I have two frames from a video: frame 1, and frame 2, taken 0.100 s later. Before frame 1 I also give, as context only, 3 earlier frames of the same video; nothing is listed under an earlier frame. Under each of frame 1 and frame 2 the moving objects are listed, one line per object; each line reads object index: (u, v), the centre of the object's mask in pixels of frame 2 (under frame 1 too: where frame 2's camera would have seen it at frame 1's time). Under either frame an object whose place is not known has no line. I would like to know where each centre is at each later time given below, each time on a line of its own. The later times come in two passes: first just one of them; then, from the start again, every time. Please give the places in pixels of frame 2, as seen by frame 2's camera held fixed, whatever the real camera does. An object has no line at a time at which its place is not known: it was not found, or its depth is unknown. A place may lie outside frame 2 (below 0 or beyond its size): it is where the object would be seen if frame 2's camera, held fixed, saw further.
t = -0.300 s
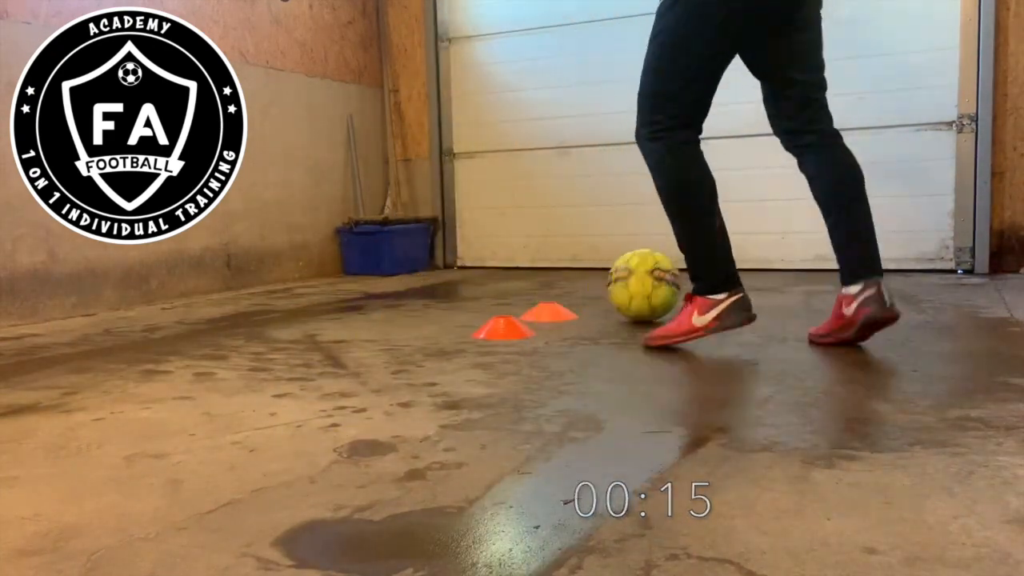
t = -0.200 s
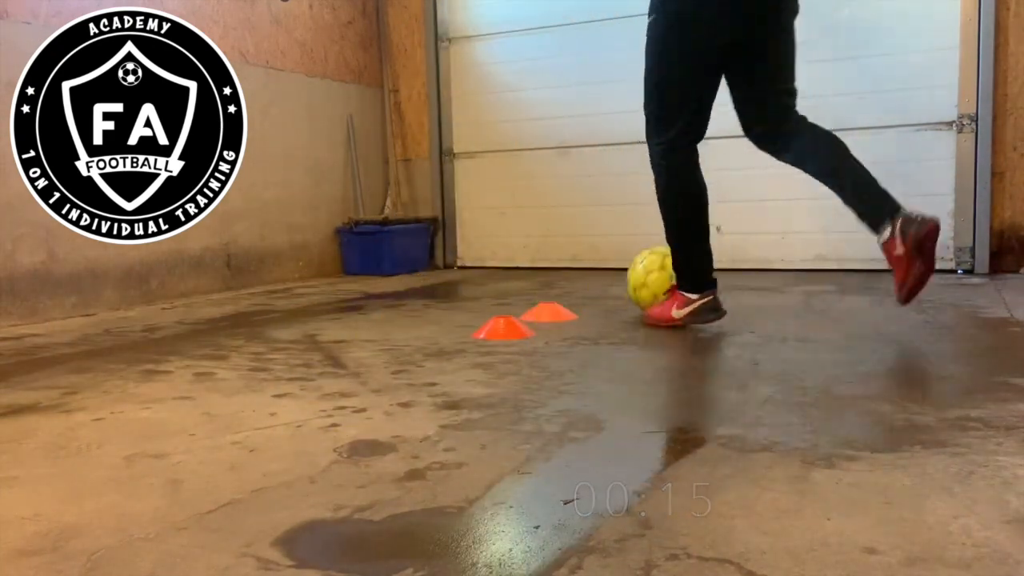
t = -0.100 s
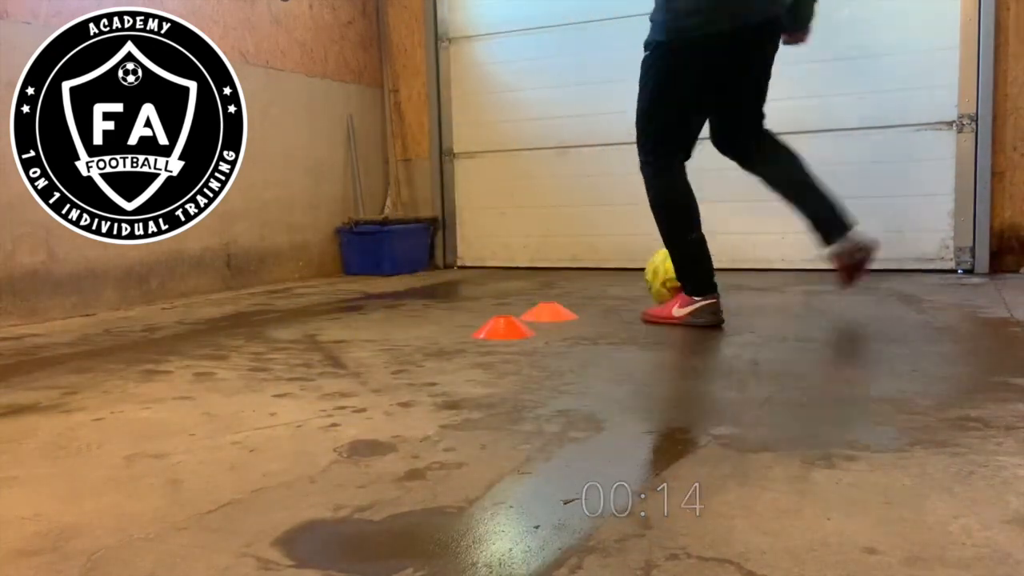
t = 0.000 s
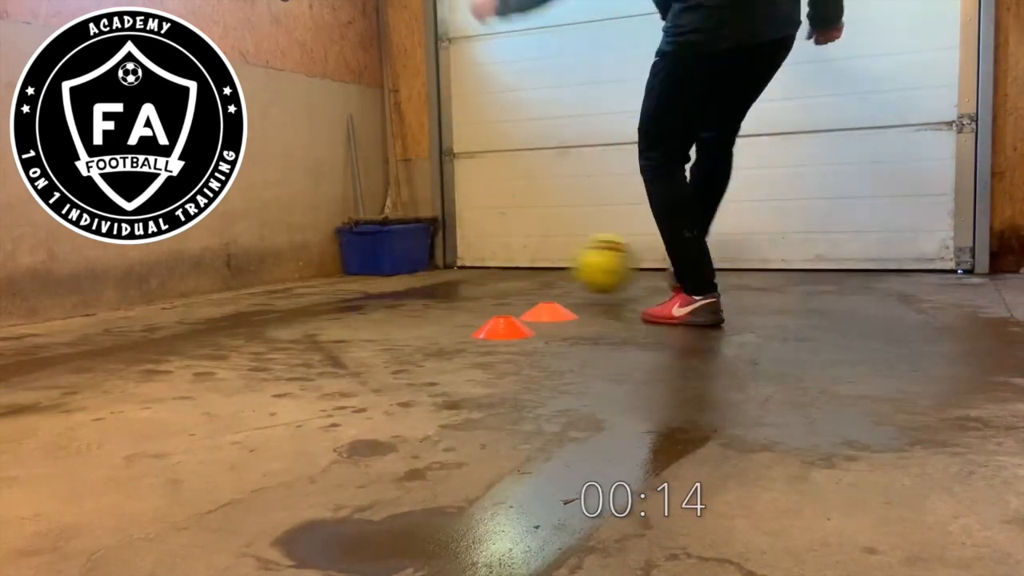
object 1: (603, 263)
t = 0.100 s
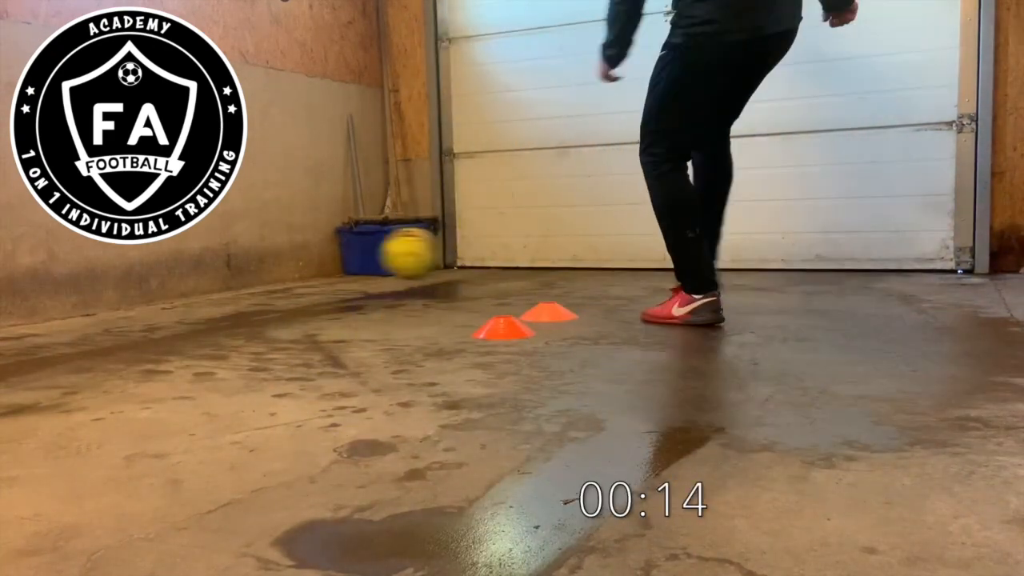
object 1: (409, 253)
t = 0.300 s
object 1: (415, 264)
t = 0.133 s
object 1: (358, 255)
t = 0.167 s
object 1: (311, 260)
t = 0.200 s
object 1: (296, 265)
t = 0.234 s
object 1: (336, 263)
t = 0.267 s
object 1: (375, 263)
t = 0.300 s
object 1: (415, 264)
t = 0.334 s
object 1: (454, 261)
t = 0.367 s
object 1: (496, 264)
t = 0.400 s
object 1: (536, 263)
